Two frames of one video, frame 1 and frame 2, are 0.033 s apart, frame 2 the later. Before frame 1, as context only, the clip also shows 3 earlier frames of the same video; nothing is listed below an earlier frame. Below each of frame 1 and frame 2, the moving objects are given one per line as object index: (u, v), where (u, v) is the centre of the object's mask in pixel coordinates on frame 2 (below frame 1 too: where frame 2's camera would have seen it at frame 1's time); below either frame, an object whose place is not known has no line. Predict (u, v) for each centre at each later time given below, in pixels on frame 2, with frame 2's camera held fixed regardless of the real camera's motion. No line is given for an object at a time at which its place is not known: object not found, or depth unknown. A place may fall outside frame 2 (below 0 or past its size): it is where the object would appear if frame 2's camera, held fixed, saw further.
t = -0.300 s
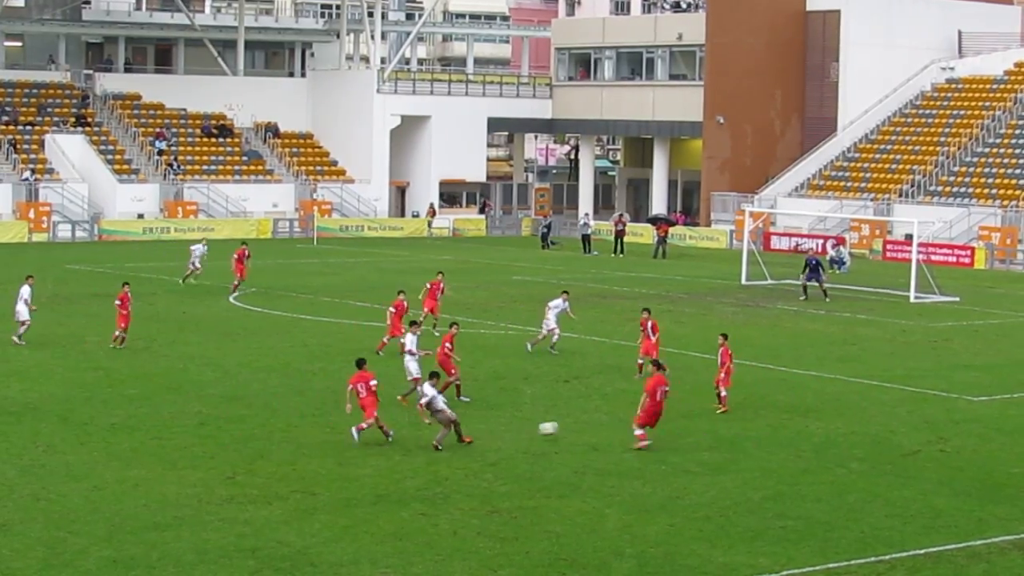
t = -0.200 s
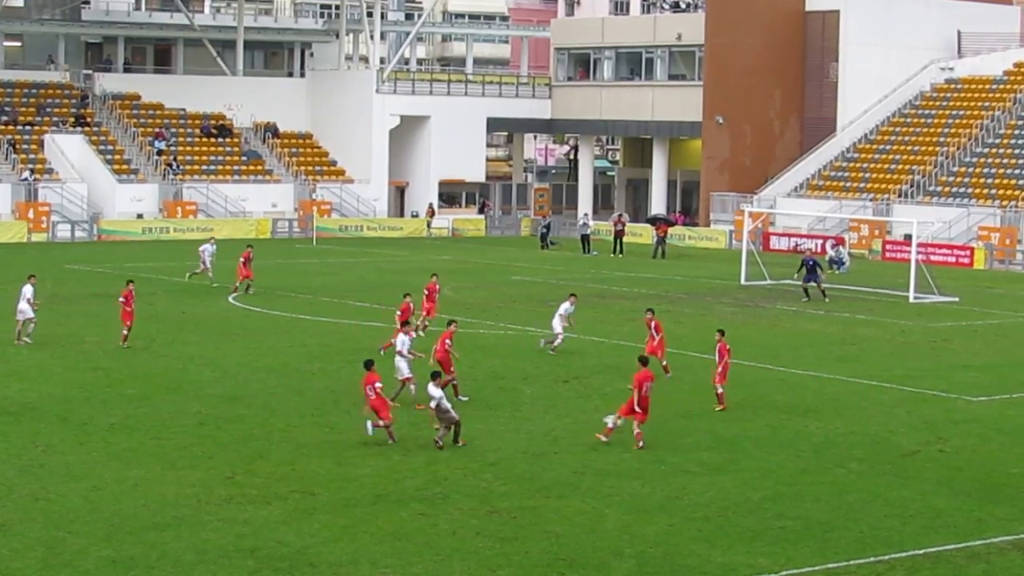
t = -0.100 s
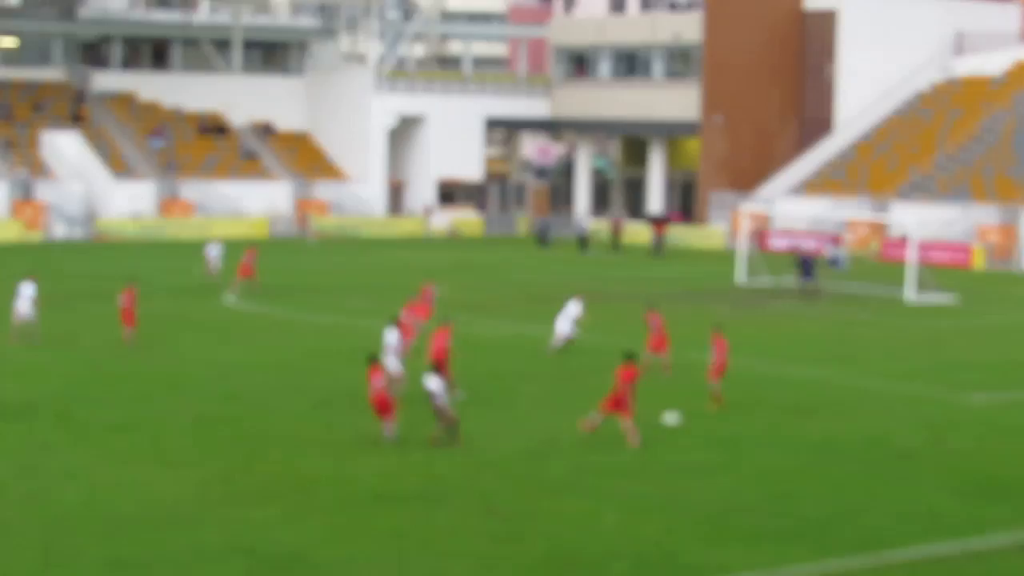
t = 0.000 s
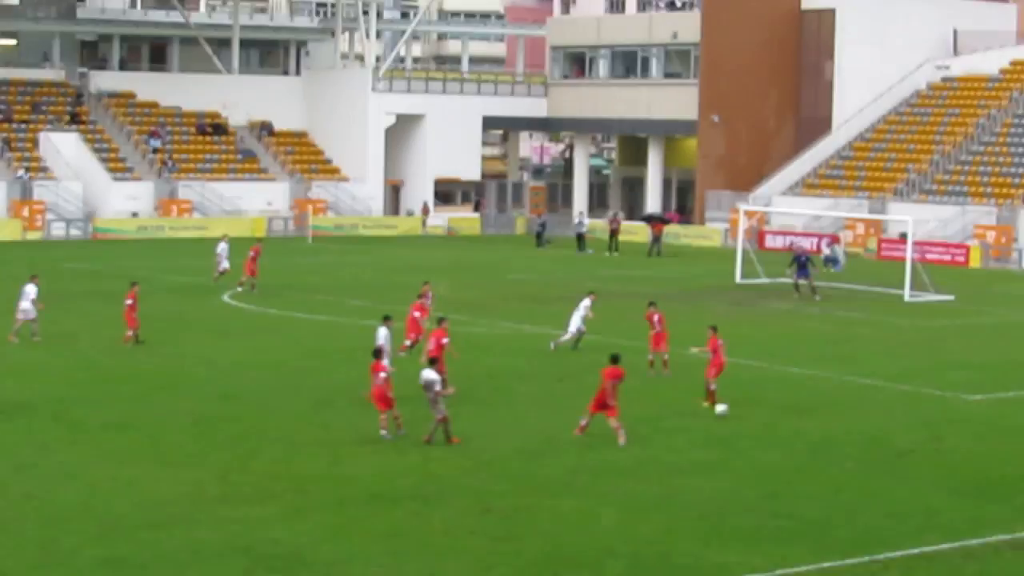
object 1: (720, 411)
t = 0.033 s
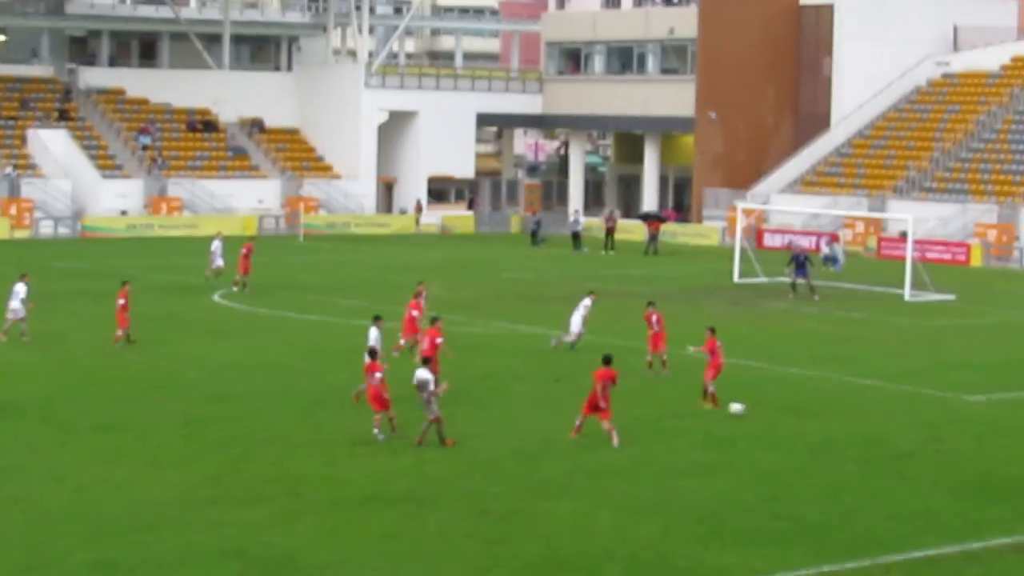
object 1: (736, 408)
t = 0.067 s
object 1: (751, 406)
